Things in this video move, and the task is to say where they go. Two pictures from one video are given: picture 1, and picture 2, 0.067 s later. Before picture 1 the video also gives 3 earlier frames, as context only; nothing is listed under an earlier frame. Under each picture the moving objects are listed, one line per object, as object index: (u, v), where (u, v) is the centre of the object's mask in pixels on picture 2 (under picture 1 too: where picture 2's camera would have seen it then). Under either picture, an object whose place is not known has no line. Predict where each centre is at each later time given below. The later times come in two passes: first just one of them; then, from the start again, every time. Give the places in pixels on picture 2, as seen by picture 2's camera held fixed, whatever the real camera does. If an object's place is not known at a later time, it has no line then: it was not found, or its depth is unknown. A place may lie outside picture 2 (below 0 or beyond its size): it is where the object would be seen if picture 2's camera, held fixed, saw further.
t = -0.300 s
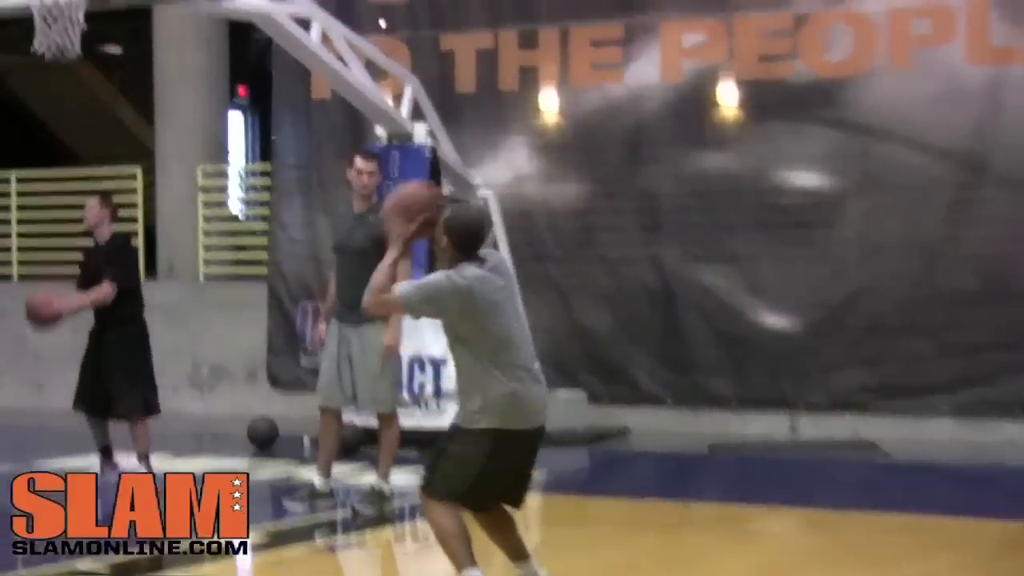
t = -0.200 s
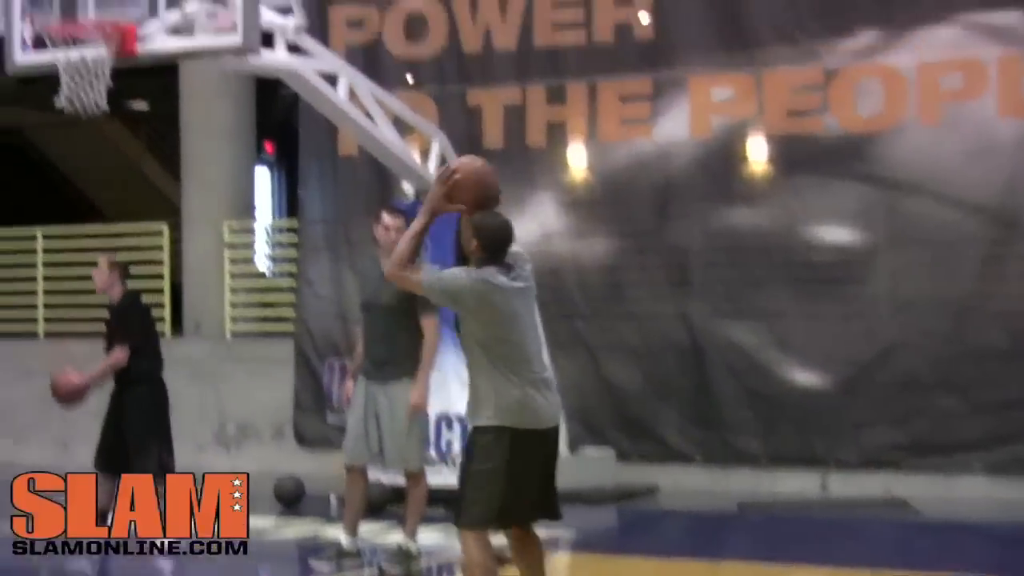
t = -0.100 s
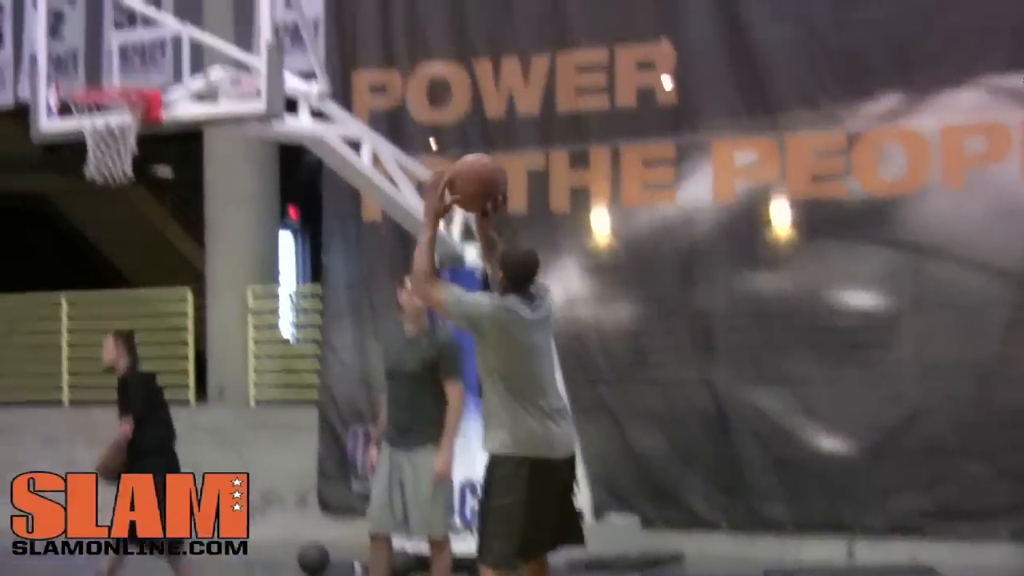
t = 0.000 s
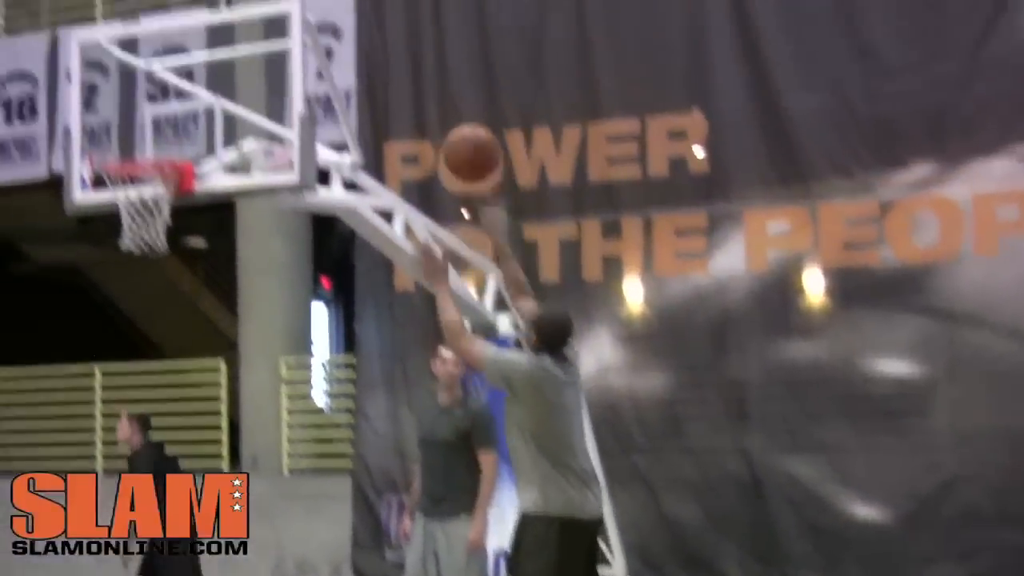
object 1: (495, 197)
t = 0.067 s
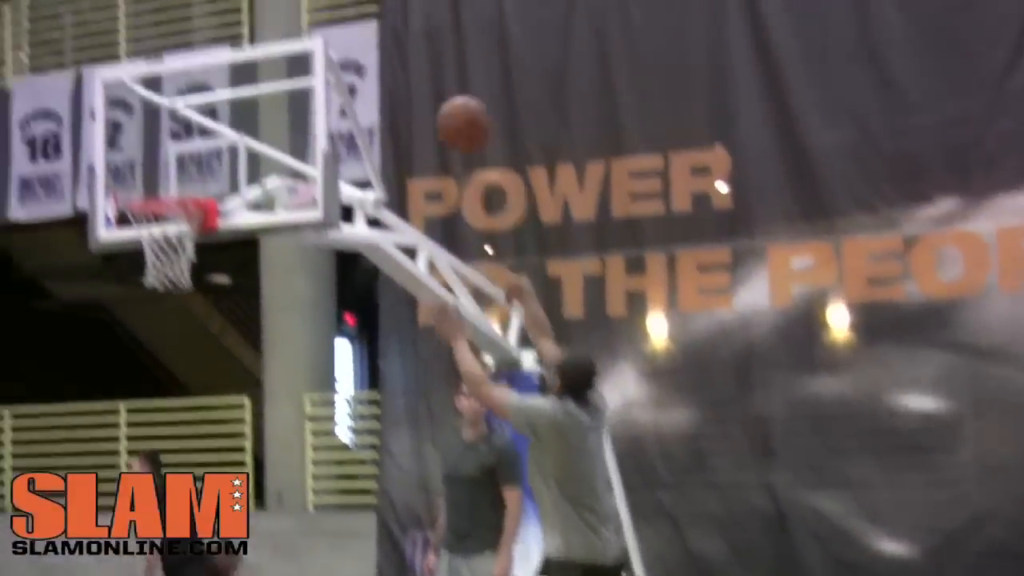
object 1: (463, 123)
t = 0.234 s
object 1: (390, 12)
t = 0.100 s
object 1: (447, 96)
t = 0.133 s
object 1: (433, 70)
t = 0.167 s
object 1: (418, 48)
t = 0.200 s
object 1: (404, 29)
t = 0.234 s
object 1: (390, 12)
